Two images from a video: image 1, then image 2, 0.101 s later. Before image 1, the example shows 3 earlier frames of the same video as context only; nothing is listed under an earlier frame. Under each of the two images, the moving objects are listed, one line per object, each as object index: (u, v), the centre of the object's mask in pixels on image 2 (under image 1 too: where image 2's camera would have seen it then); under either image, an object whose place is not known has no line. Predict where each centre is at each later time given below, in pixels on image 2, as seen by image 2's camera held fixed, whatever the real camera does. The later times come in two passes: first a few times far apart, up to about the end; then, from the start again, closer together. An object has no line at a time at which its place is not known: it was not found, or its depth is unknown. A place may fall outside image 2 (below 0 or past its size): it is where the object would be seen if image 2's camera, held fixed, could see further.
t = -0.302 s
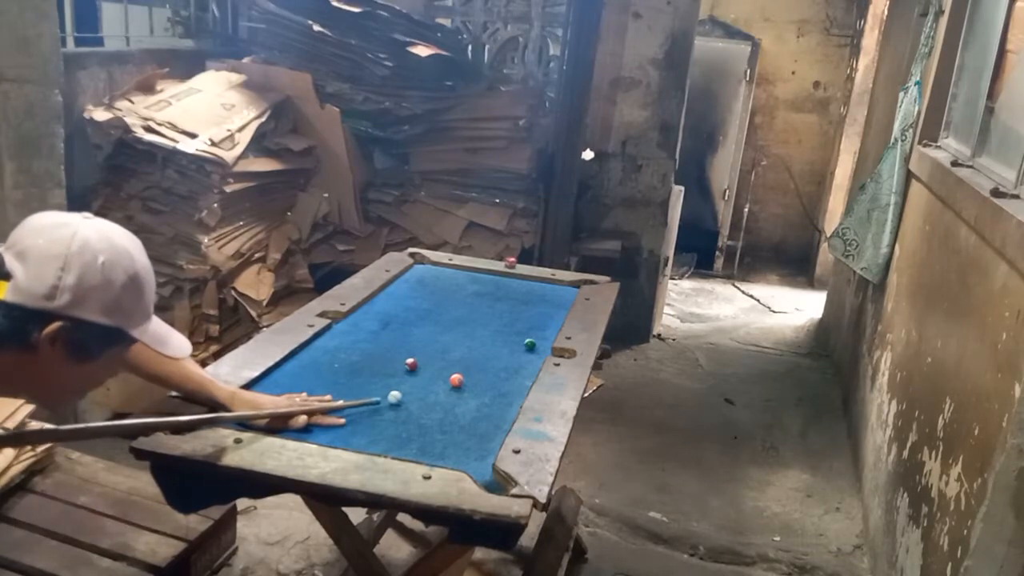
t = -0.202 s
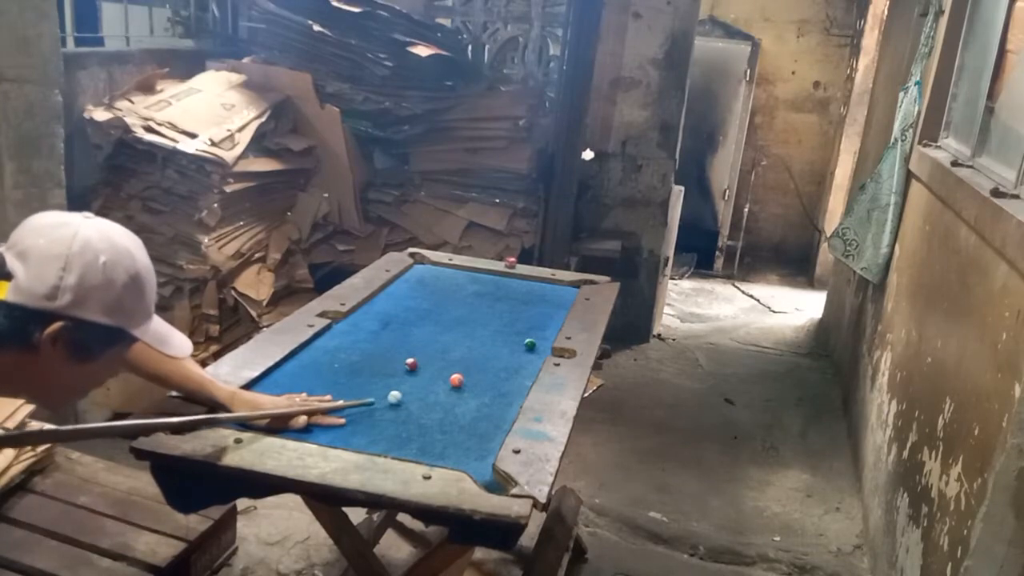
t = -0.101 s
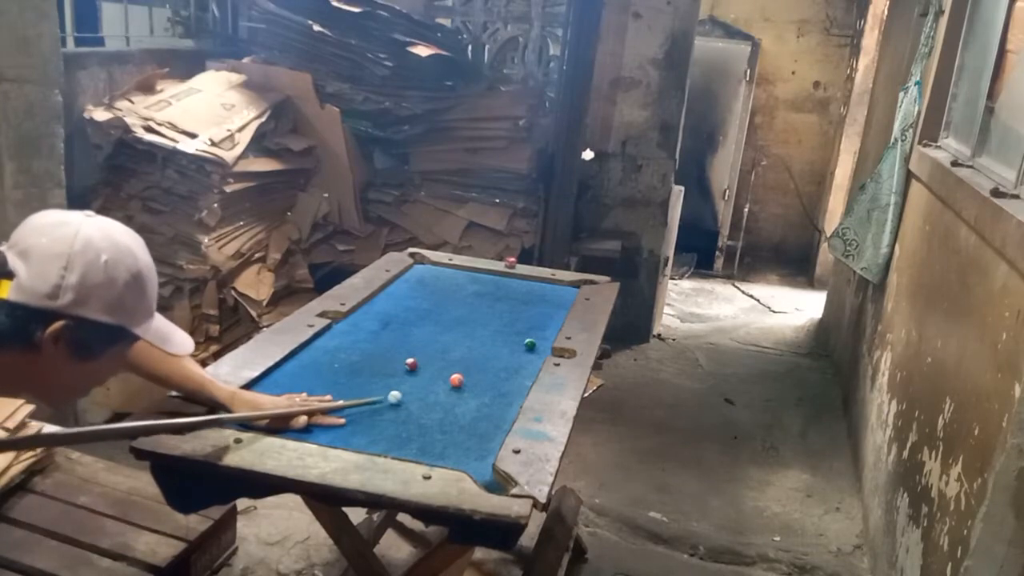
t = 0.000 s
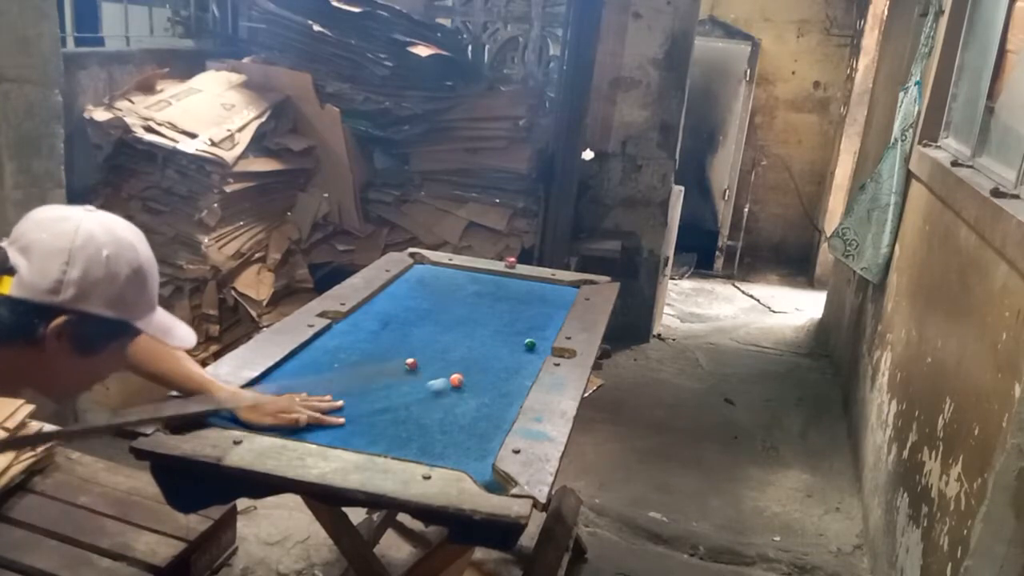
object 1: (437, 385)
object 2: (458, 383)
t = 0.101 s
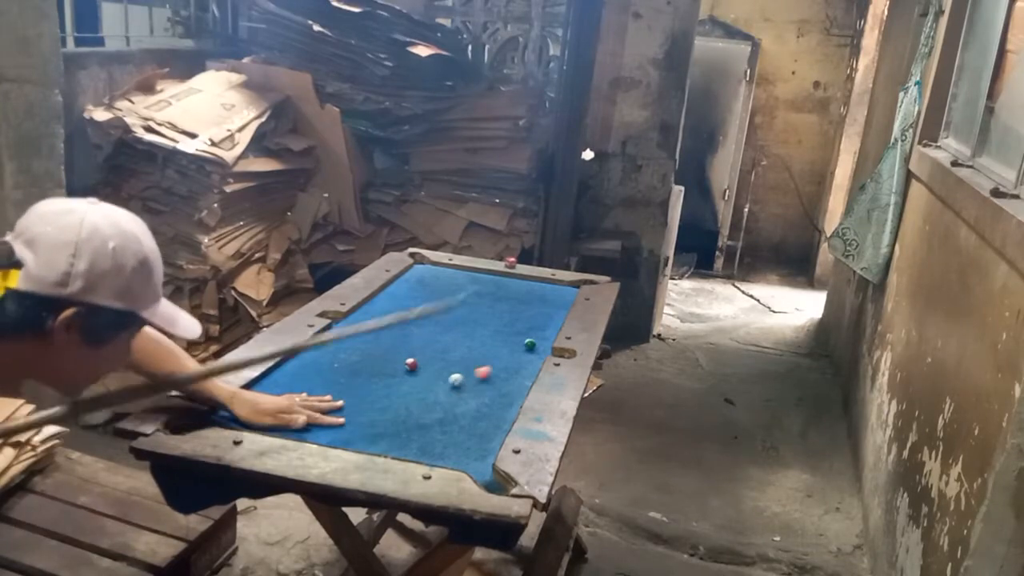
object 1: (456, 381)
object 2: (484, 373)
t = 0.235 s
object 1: (472, 374)
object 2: (517, 362)
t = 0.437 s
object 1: (490, 366)
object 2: (542, 348)
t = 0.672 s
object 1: (501, 361)
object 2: (545, 334)
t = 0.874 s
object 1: (504, 357)
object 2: (543, 325)
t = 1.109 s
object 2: (542, 318)
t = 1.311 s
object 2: (541, 313)
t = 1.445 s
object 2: (540, 311)
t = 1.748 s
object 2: (539, 311)
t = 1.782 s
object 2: (539, 311)
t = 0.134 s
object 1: (460, 378)
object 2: (492, 368)
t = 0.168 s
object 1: (464, 376)
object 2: (501, 366)
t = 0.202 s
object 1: (468, 375)
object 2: (509, 364)
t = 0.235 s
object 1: (472, 374)
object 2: (517, 362)
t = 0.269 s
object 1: (476, 372)
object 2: (524, 359)
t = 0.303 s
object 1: (479, 371)
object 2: (531, 357)
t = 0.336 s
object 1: (482, 370)
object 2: (538, 355)
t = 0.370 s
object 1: (485, 368)
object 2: (541, 353)
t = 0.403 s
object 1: (488, 368)
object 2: (542, 351)
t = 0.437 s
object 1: (490, 366)
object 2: (542, 348)
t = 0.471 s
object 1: (492, 366)
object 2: (543, 346)
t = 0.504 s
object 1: (494, 365)
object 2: (543, 344)
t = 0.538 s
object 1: (496, 364)
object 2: (544, 342)
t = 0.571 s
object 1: (497, 363)
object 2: (544, 340)
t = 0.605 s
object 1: (499, 362)
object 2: (544, 338)
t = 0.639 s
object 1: (500, 361)
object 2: (544, 336)
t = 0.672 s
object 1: (501, 361)
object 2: (545, 334)
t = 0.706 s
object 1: (502, 360)
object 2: (544, 332)
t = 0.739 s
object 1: (503, 359)
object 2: (544, 331)
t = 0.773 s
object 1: (503, 359)
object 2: (544, 329)
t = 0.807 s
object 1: (503, 358)
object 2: (543, 328)
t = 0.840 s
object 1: (504, 357)
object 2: (543, 326)
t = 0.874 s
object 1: (504, 357)
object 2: (543, 325)
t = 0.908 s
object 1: (504, 357)
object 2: (543, 324)
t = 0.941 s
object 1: (504, 356)
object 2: (543, 323)
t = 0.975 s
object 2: (543, 322)
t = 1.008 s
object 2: (542, 321)
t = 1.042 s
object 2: (542, 320)
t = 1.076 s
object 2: (542, 319)
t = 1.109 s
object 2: (542, 318)
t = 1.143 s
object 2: (541, 317)
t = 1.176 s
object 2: (541, 316)
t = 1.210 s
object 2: (541, 315)
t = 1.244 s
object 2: (541, 315)
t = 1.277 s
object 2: (541, 314)
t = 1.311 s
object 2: (541, 313)
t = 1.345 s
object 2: (540, 313)
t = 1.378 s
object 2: (540, 312)
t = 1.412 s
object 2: (540, 312)
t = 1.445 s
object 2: (540, 311)
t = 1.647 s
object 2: (539, 311)
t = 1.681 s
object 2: (539, 311)
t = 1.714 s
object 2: (539, 311)
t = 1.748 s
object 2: (539, 311)
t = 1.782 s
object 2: (539, 311)
